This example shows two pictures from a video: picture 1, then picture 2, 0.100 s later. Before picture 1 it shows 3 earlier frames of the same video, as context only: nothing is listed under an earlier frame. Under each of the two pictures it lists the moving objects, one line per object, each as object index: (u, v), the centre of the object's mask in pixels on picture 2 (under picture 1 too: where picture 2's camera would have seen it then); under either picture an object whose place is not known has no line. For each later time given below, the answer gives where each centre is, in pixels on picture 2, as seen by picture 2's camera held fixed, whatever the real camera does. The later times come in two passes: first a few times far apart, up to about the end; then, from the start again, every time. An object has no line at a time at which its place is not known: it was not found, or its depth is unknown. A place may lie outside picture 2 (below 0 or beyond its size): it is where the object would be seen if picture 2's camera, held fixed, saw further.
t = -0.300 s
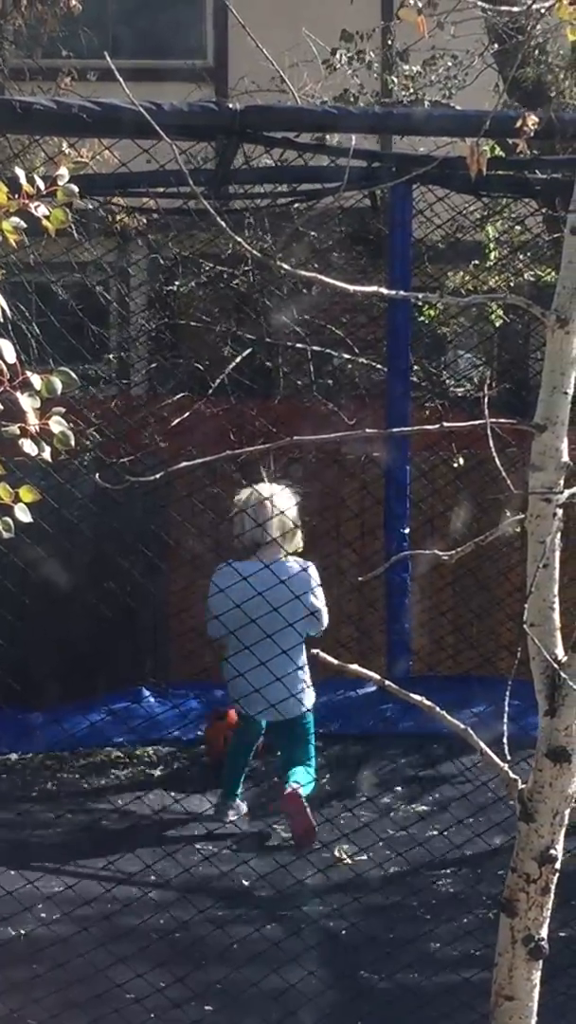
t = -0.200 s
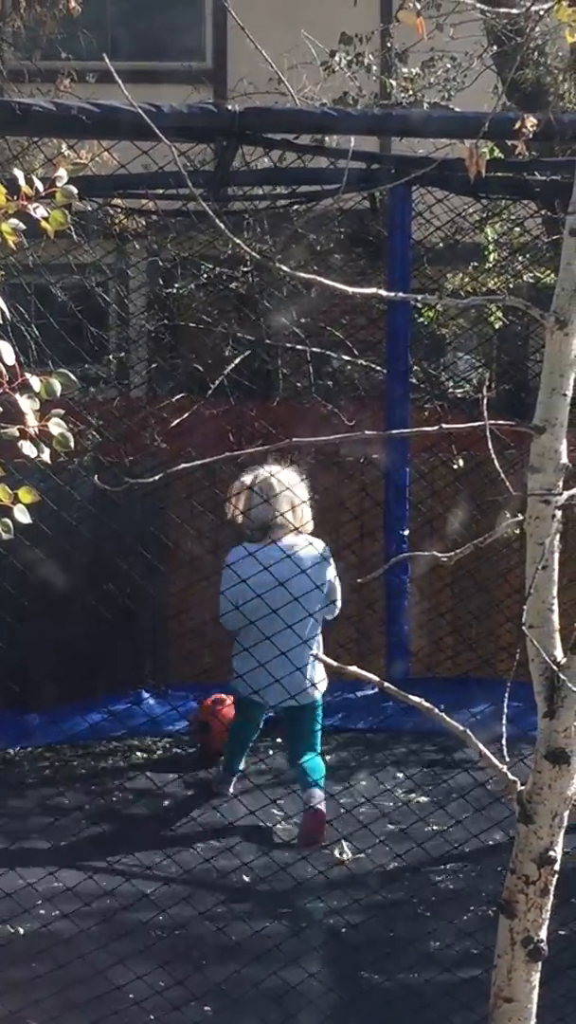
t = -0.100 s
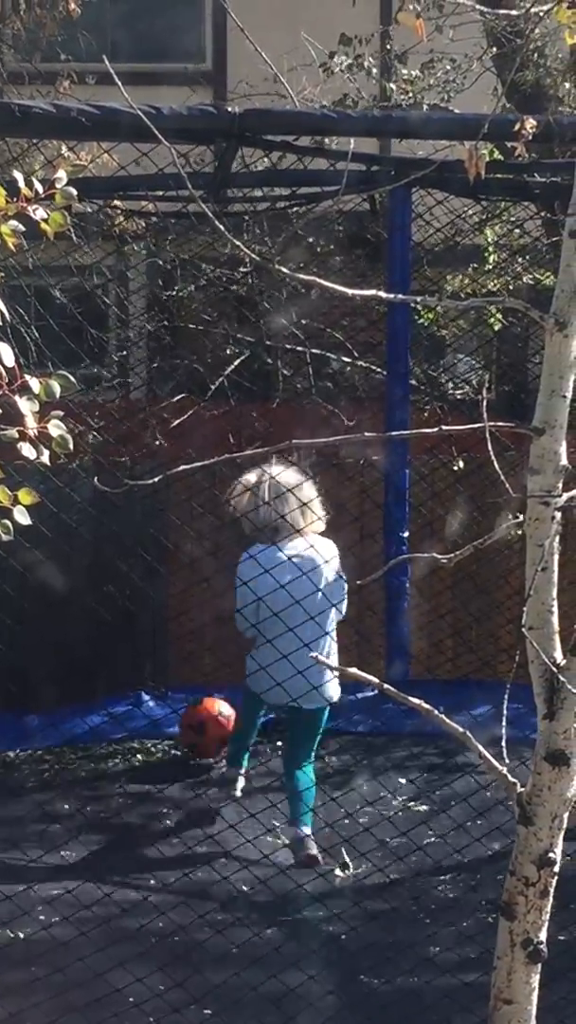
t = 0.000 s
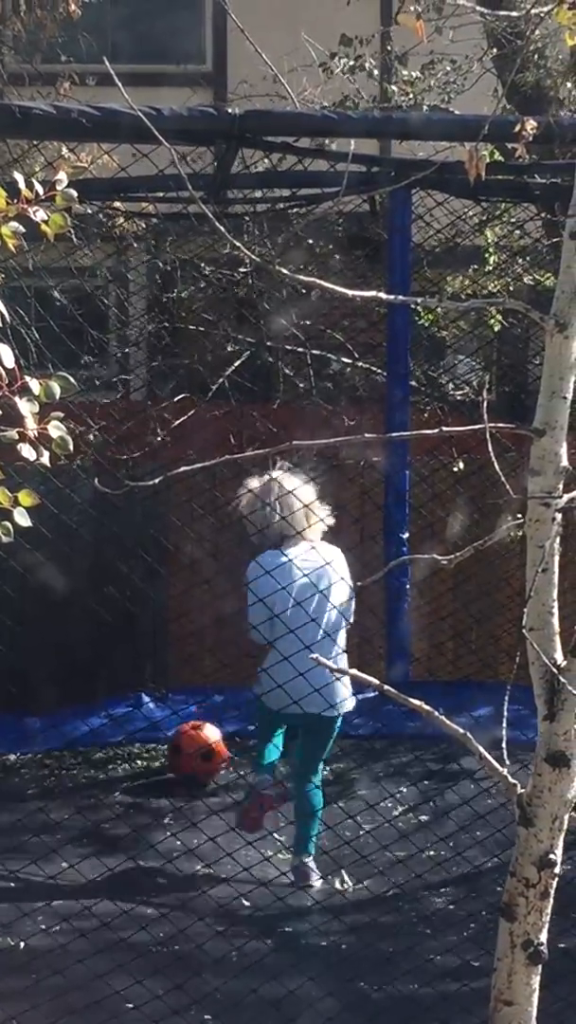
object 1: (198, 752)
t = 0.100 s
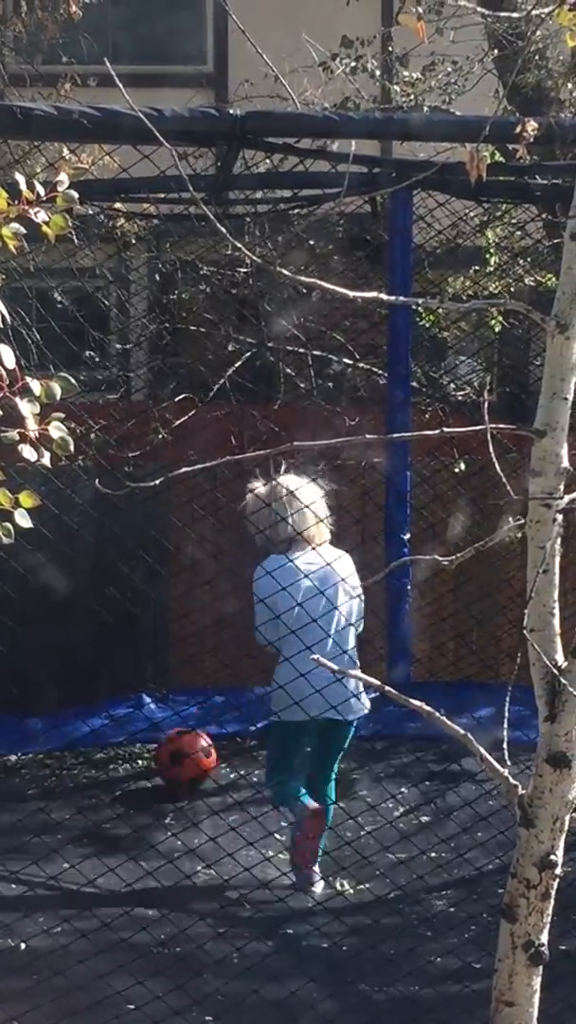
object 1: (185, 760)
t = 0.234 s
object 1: (166, 767)
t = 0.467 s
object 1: (130, 783)
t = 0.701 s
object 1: (87, 798)
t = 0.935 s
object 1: (41, 820)
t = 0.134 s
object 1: (181, 763)
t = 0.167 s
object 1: (176, 763)
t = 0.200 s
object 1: (172, 763)
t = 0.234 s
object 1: (166, 767)
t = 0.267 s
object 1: (160, 770)
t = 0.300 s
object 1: (156, 769)
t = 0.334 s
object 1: (151, 771)
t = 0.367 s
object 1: (145, 775)
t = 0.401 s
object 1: (140, 780)
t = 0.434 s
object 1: (134, 784)
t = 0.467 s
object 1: (130, 783)
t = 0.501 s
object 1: (123, 785)
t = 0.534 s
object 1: (116, 786)
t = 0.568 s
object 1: (110, 790)
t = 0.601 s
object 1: (105, 791)
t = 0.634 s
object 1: (98, 795)
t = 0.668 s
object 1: (92, 795)
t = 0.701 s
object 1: (87, 798)
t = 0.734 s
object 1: (81, 800)
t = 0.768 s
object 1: (74, 804)
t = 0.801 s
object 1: (69, 807)
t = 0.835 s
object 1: (64, 810)
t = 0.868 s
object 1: (55, 814)
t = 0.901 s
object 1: (49, 816)
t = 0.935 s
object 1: (41, 820)
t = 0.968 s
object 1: (35, 821)
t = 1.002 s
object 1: (29, 821)
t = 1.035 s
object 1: (21, 825)
